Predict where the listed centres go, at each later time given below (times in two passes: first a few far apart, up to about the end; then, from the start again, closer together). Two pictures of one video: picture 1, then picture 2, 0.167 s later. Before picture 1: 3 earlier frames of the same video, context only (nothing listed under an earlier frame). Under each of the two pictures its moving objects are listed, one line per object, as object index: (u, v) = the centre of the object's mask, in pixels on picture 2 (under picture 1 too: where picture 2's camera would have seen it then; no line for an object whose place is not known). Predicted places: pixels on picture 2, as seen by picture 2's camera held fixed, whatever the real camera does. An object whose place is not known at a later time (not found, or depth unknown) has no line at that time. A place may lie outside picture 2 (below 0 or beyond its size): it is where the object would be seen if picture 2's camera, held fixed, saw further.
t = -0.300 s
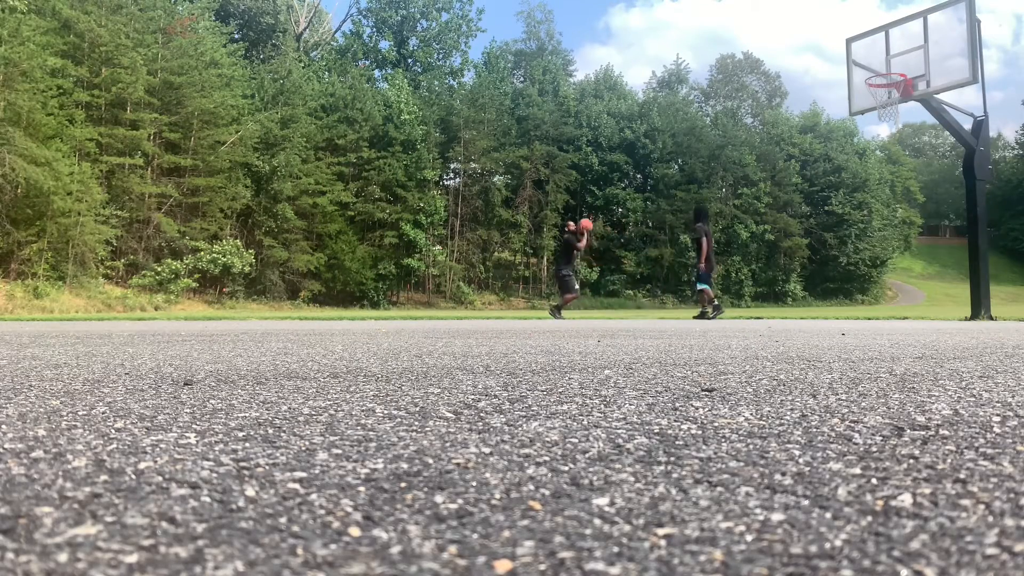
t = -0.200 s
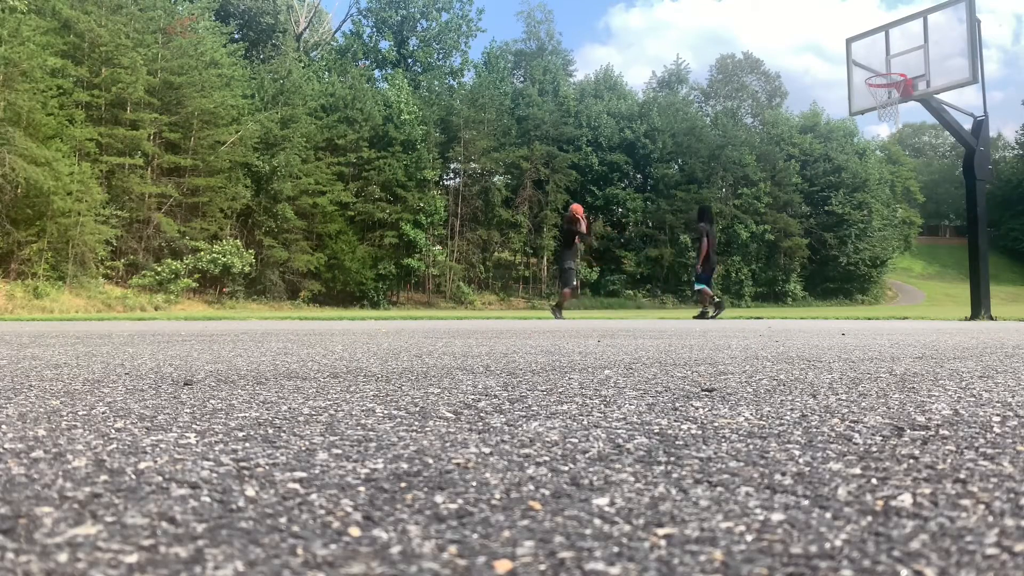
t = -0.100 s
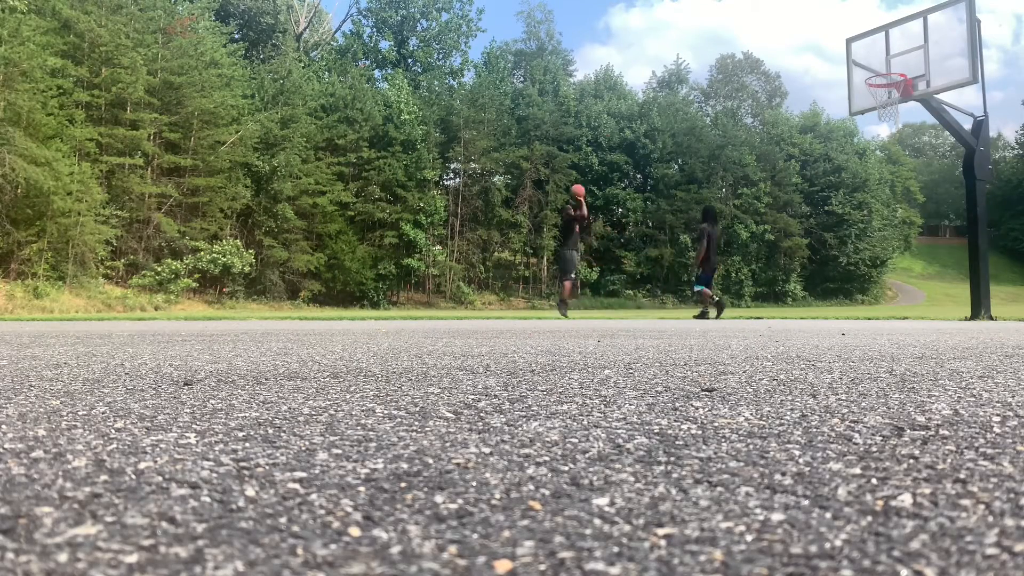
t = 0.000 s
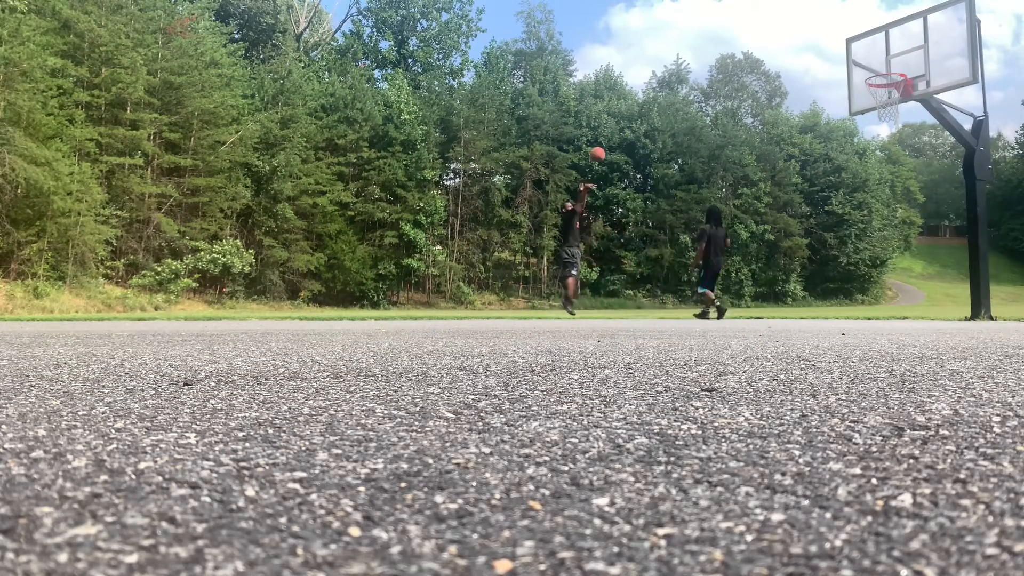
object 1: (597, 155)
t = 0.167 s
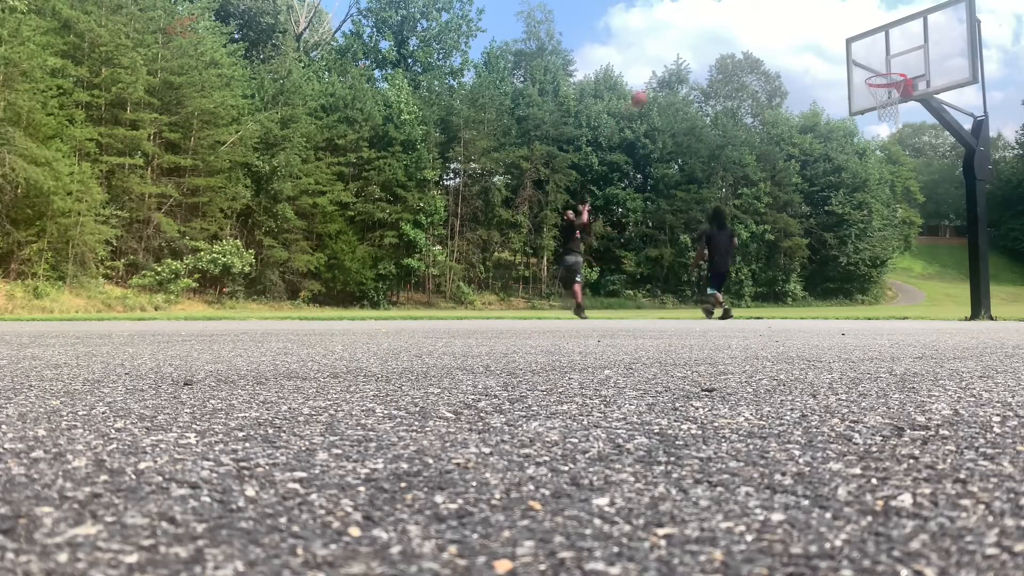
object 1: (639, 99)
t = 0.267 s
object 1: (665, 72)
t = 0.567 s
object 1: (749, 26)
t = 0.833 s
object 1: (835, 36)
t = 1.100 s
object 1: (873, 70)
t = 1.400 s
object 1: (887, 23)
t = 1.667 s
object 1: (901, 39)
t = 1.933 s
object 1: (902, 53)
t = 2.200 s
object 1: (892, 45)
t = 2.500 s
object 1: (880, 71)
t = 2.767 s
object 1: (895, 80)
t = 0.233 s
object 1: (656, 79)
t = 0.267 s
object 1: (665, 72)
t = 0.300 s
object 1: (673, 63)
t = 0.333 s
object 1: (682, 57)
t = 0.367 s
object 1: (691, 50)
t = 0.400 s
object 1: (701, 45)
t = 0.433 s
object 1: (710, 39)
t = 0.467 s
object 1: (720, 35)
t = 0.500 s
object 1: (729, 31)
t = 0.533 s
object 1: (739, 29)
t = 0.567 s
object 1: (749, 26)
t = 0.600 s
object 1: (759, 25)
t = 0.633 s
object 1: (769, 24)
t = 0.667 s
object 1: (780, 24)
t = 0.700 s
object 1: (790, 25)
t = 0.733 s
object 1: (801, 26)
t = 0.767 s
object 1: (812, 29)
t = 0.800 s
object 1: (823, 32)
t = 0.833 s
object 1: (835, 36)
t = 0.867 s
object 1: (846, 42)
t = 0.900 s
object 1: (858, 48)
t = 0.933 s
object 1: (870, 54)
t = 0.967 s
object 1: (882, 62)
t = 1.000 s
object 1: (895, 70)
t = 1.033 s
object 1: (890, 75)
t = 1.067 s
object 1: (876, 75)
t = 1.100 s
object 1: (873, 70)
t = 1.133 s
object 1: (874, 62)
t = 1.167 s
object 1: (876, 54)
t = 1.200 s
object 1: (877, 47)
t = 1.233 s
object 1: (878, 41)
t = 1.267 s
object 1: (880, 35)
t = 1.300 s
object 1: (882, 31)
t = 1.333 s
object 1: (883, 28)
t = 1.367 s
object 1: (885, 25)
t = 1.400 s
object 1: (887, 23)
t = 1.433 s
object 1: (889, 22)
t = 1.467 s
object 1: (891, 22)
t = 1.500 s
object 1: (892, 23)
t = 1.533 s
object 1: (894, 24)
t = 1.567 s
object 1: (896, 27)
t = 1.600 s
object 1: (898, 30)
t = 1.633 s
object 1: (899, 34)
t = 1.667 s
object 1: (901, 39)
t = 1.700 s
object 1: (903, 45)
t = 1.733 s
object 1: (905, 51)
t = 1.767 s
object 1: (906, 57)
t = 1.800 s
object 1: (906, 63)
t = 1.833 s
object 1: (907, 68)
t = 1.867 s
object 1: (905, 64)
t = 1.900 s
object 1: (903, 58)
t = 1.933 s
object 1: (902, 53)
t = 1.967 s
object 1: (901, 50)
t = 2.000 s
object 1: (900, 46)
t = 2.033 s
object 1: (898, 44)
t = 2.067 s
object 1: (897, 43)
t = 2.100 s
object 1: (897, 42)
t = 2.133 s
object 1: (895, 42)
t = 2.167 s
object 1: (893, 43)
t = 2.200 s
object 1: (892, 45)
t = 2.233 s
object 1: (891, 48)
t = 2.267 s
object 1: (890, 52)
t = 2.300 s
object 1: (889, 57)
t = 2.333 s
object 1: (888, 62)
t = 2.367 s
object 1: (887, 68)
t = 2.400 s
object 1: (885, 68)
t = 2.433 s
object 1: (884, 68)
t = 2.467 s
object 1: (882, 69)
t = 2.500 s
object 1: (880, 71)
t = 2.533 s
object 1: (879, 74)
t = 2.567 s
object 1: (877, 77)
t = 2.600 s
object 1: (879, 77)
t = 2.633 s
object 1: (881, 76)
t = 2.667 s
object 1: (885, 77)
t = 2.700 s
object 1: (888, 77)
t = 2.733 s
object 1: (891, 78)
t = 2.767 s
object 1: (895, 80)
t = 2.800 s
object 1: (896, 83)
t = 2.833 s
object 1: (895, 86)
